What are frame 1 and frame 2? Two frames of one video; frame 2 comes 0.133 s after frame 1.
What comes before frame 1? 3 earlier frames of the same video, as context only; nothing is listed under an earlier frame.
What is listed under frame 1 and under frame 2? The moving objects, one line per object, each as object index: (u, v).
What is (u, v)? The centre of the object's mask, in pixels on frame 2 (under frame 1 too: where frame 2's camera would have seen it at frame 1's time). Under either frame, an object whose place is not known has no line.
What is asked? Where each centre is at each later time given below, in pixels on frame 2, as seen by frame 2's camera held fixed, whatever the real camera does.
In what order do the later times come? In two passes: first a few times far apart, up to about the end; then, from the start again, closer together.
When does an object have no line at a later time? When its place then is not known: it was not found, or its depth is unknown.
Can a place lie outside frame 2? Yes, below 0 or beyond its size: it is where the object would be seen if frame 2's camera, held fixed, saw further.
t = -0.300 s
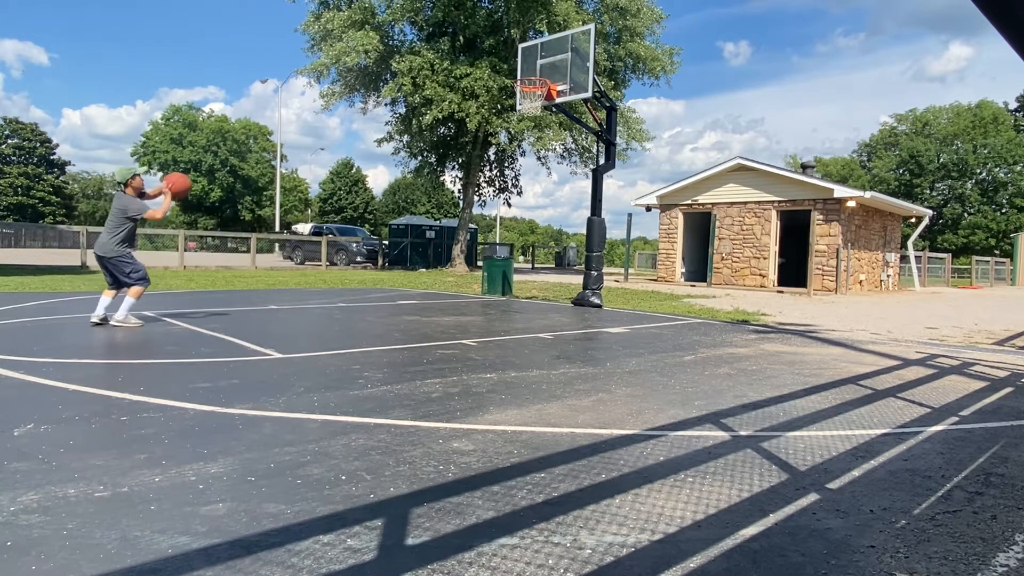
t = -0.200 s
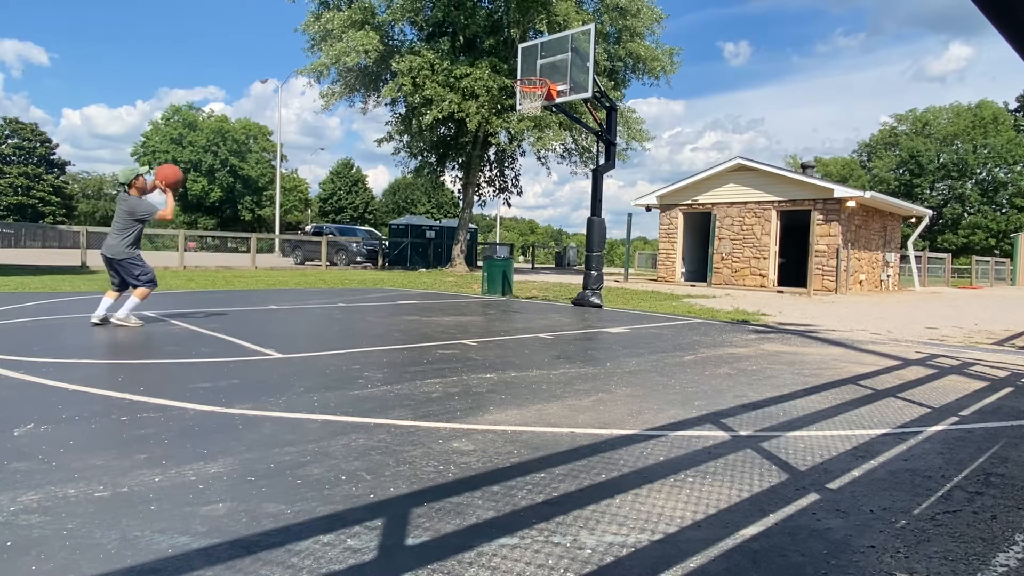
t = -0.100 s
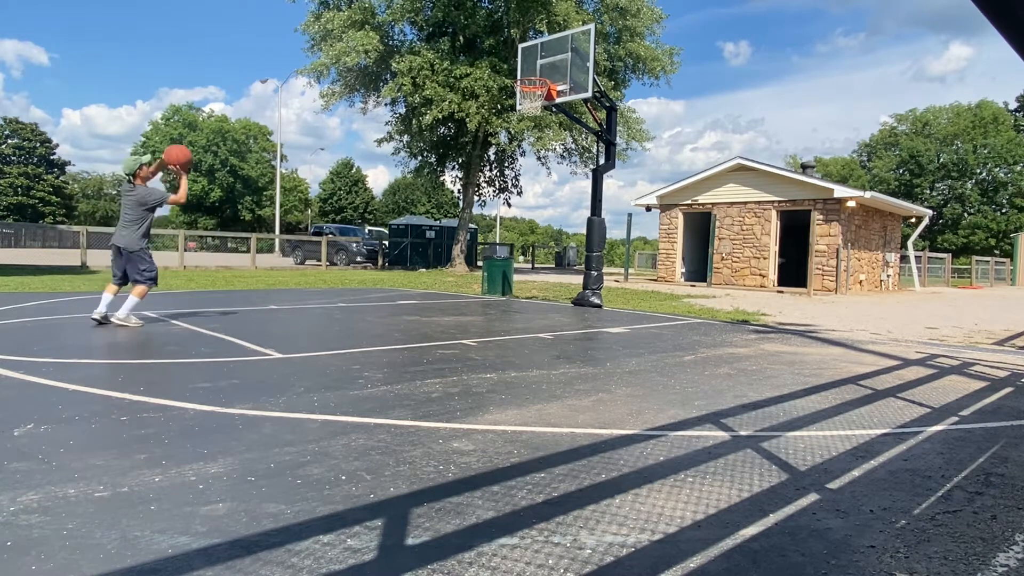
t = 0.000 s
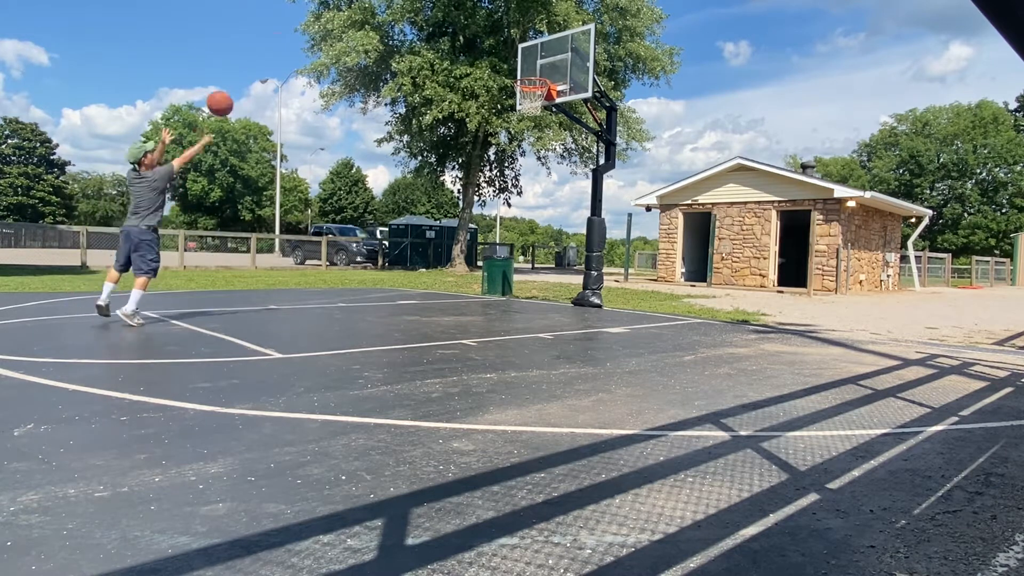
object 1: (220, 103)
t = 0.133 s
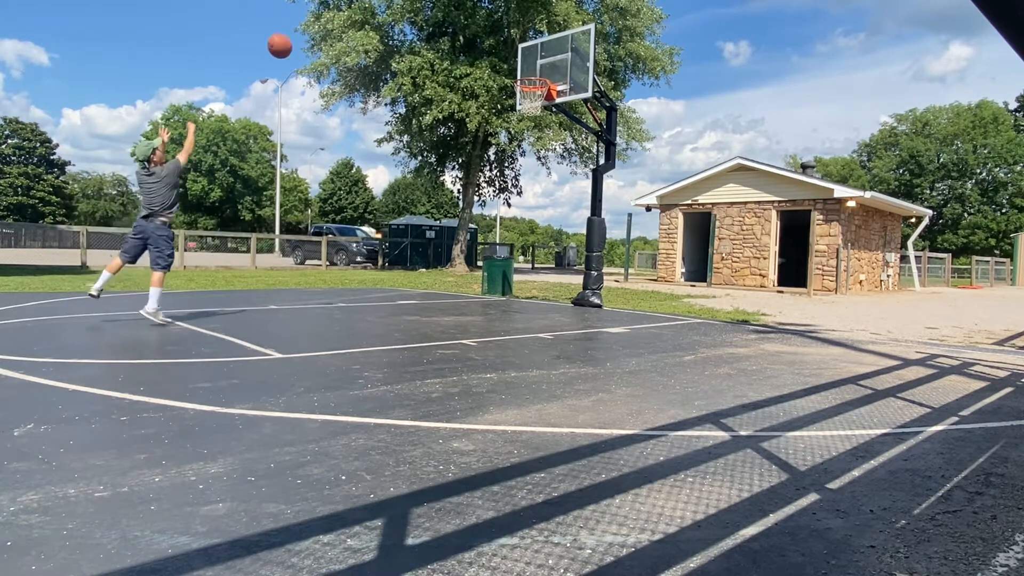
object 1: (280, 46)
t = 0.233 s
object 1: (320, 17)
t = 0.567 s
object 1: (434, 4)
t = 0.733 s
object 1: (479, 22)
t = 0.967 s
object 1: (534, 85)
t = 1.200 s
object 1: (538, 100)
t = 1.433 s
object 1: (527, 125)
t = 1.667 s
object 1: (511, 184)
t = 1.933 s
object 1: (493, 299)
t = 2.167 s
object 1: (479, 222)
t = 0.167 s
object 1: (294, 35)
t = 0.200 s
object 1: (307, 25)
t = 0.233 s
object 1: (320, 17)
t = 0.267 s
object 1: (333, 10)
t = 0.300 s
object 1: (346, 7)
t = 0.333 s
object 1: (358, 4)
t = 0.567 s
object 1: (434, 4)
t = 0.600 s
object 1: (443, 4)
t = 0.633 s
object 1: (453, 7)
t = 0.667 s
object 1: (462, 9)
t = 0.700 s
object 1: (470, 15)
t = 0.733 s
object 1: (479, 22)
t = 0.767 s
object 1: (488, 29)
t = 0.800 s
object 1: (496, 36)
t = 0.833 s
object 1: (504, 45)
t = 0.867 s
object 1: (512, 54)
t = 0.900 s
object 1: (519, 64)
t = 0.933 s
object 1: (527, 73)
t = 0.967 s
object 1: (534, 85)
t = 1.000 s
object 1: (539, 95)
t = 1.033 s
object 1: (544, 97)
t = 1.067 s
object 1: (541, 100)
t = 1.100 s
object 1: (541, 101)
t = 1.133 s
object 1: (539, 101)
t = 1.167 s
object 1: (538, 101)
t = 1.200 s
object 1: (538, 100)
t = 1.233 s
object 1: (538, 101)
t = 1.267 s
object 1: (537, 100)
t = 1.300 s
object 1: (534, 112)
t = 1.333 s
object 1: (532, 114)
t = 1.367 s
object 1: (530, 118)
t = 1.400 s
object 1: (529, 120)
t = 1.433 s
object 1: (527, 125)
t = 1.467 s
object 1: (524, 131)
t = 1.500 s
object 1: (522, 137)
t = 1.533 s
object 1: (520, 145)
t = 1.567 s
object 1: (518, 153)
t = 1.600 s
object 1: (515, 162)
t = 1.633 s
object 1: (513, 172)
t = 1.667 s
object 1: (511, 184)
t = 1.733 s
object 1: (507, 208)
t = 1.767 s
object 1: (504, 221)
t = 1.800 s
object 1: (502, 234)
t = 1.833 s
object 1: (500, 249)
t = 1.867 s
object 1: (498, 265)
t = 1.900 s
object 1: (495, 281)
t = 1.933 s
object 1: (493, 299)
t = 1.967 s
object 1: (491, 297)
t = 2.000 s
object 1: (489, 282)
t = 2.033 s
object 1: (487, 269)
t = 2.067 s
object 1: (485, 256)
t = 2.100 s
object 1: (484, 245)
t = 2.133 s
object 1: (482, 233)
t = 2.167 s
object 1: (479, 222)
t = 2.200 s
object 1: (478, 213)
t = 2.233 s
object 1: (476, 204)
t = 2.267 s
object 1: (474, 196)
